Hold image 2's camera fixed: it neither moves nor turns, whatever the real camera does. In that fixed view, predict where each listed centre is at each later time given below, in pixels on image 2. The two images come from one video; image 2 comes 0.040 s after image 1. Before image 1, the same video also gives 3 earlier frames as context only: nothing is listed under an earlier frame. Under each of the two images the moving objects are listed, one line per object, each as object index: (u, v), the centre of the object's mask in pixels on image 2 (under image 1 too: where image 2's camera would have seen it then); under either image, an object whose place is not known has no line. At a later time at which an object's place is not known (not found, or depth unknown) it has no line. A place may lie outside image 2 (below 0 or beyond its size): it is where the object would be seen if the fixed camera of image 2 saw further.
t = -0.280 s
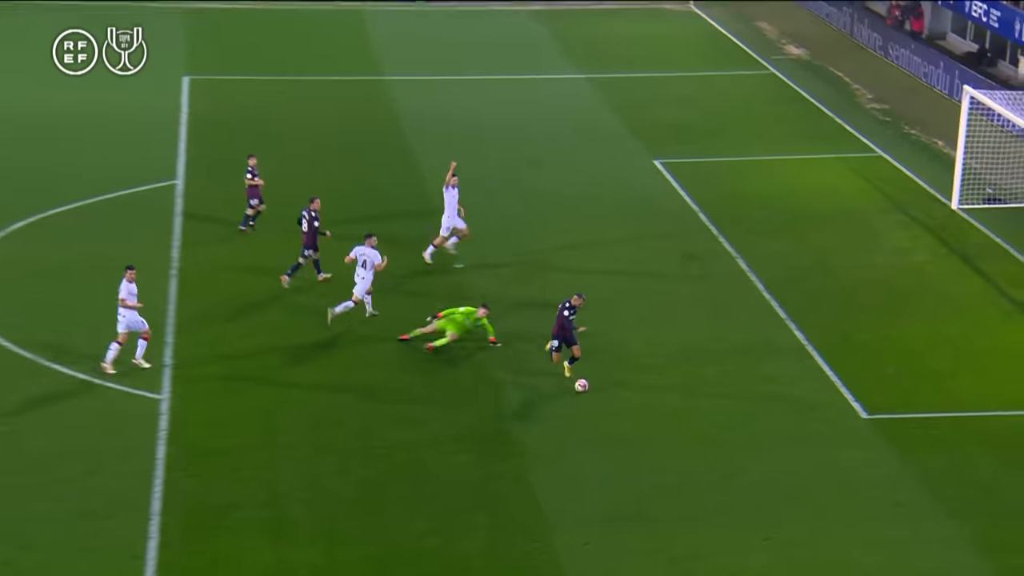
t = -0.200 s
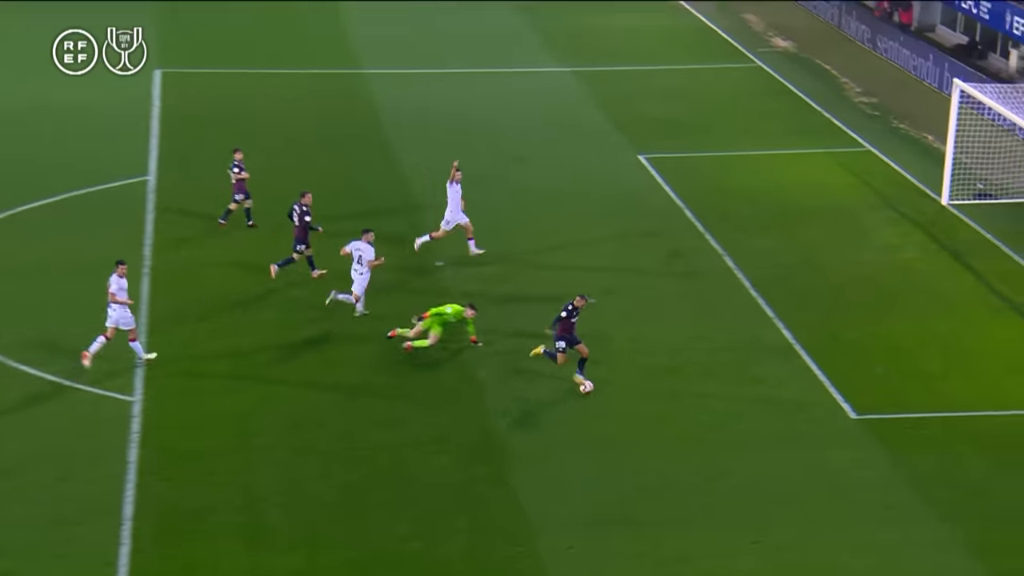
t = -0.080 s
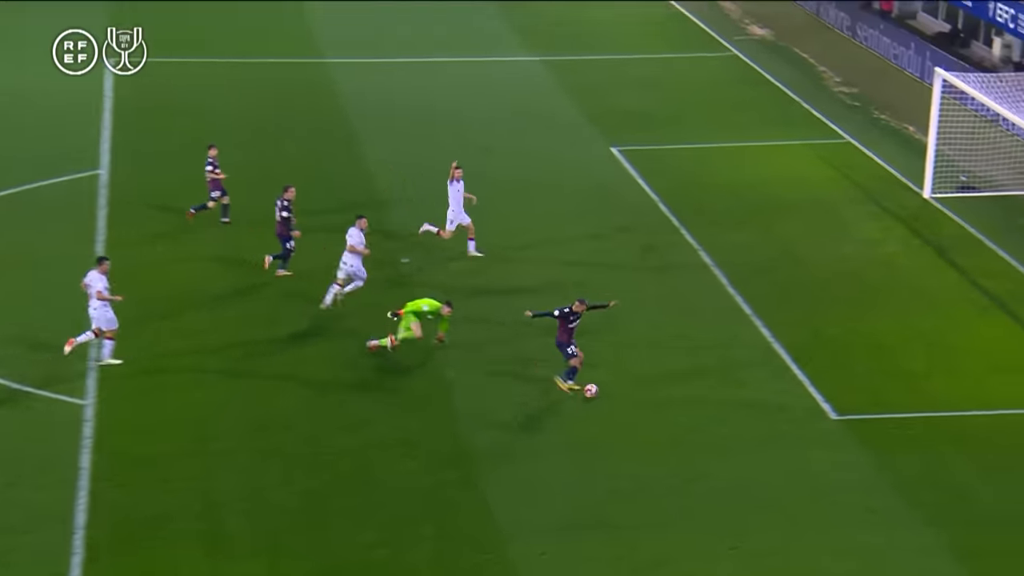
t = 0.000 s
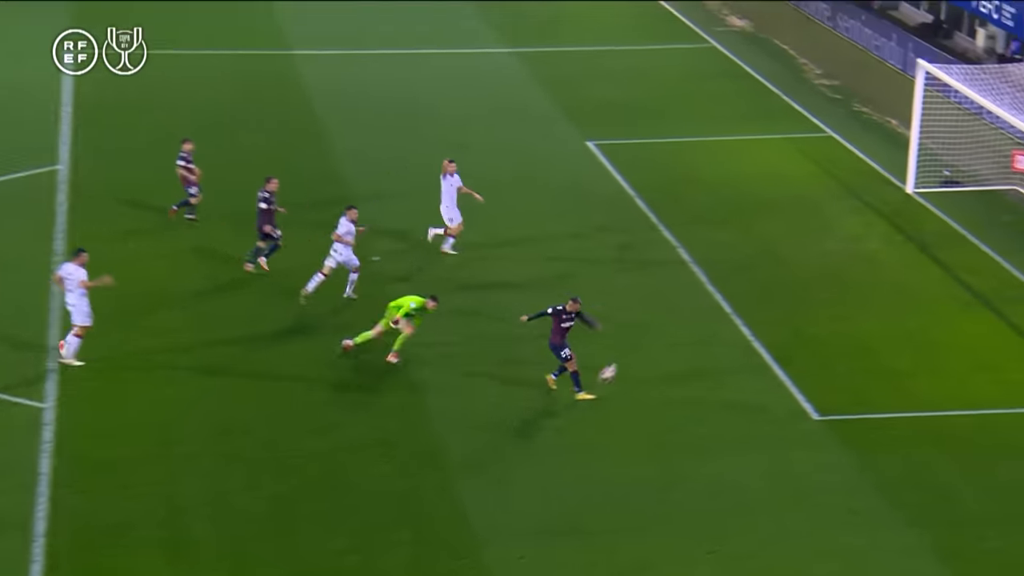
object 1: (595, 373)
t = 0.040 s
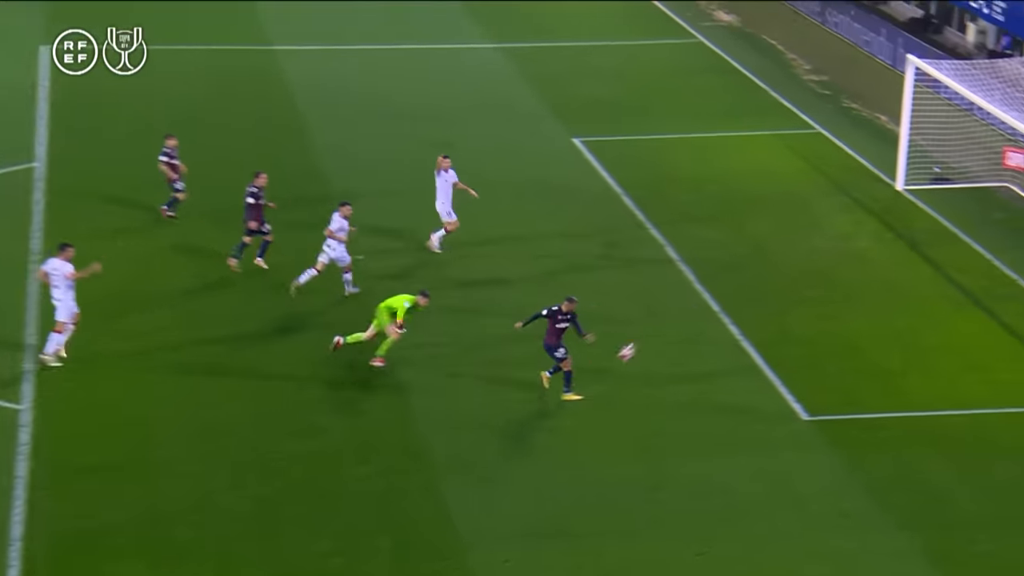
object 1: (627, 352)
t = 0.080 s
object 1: (658, 333)
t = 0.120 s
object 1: (689, 315)
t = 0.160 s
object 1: (721, 299)
